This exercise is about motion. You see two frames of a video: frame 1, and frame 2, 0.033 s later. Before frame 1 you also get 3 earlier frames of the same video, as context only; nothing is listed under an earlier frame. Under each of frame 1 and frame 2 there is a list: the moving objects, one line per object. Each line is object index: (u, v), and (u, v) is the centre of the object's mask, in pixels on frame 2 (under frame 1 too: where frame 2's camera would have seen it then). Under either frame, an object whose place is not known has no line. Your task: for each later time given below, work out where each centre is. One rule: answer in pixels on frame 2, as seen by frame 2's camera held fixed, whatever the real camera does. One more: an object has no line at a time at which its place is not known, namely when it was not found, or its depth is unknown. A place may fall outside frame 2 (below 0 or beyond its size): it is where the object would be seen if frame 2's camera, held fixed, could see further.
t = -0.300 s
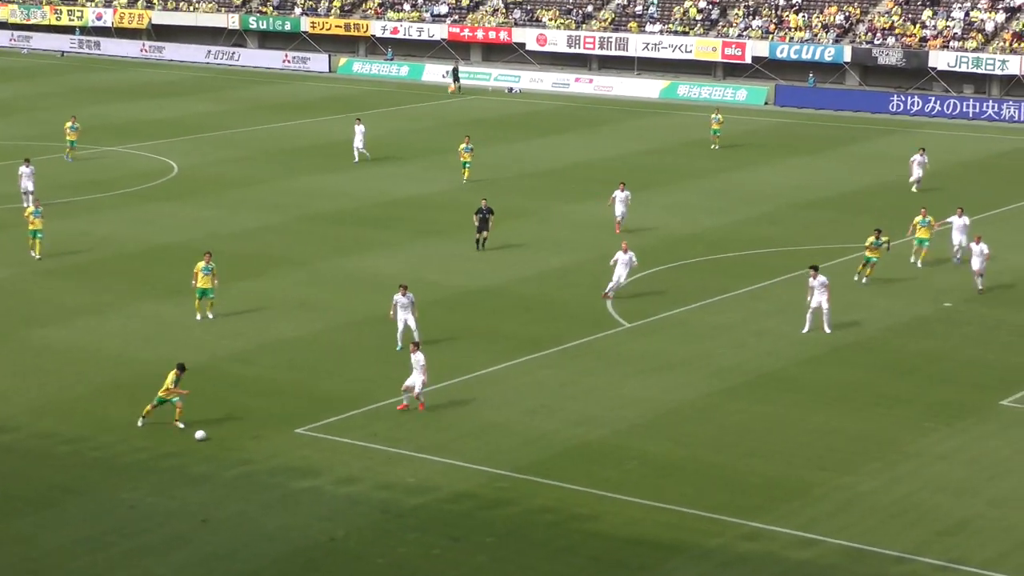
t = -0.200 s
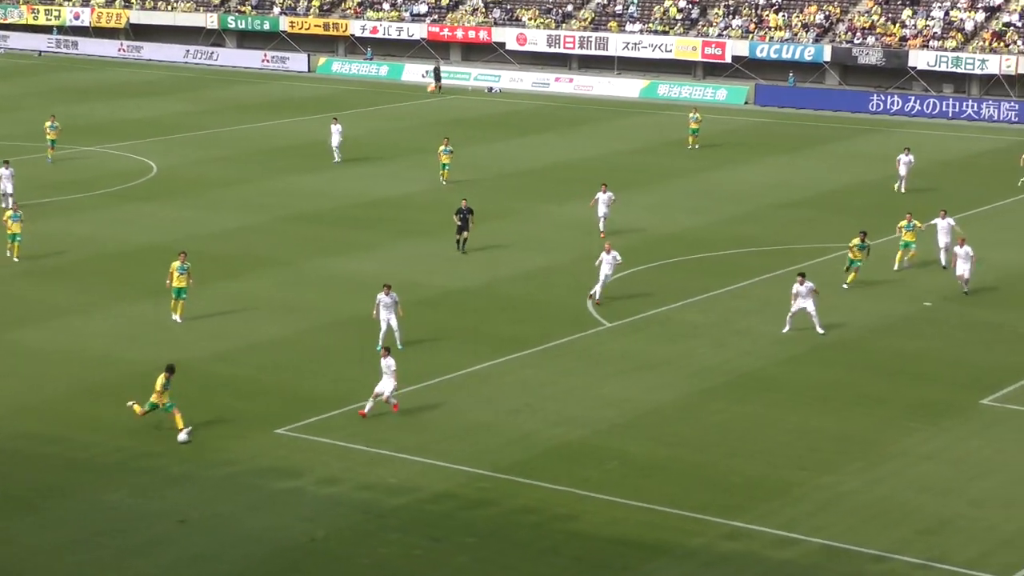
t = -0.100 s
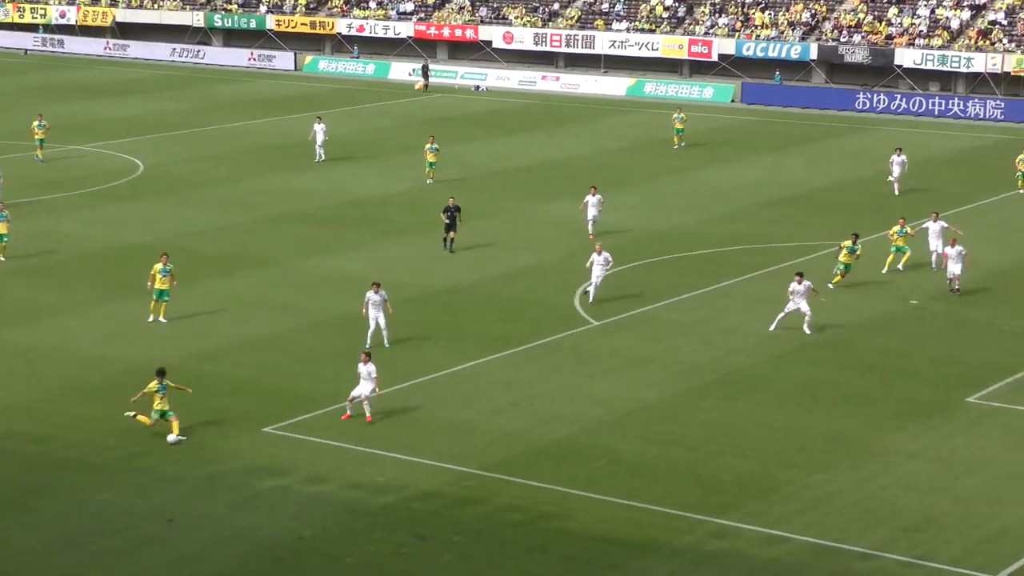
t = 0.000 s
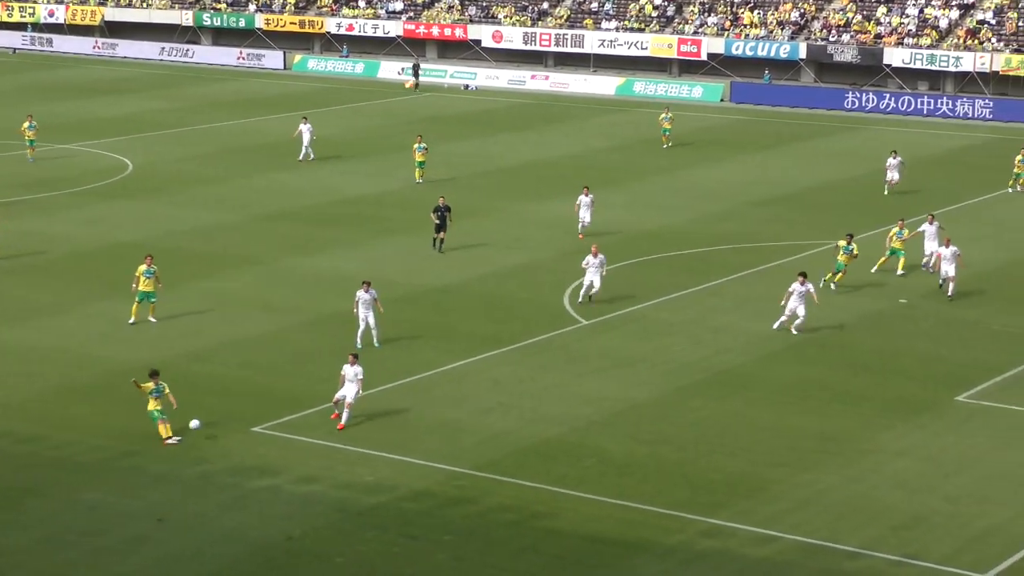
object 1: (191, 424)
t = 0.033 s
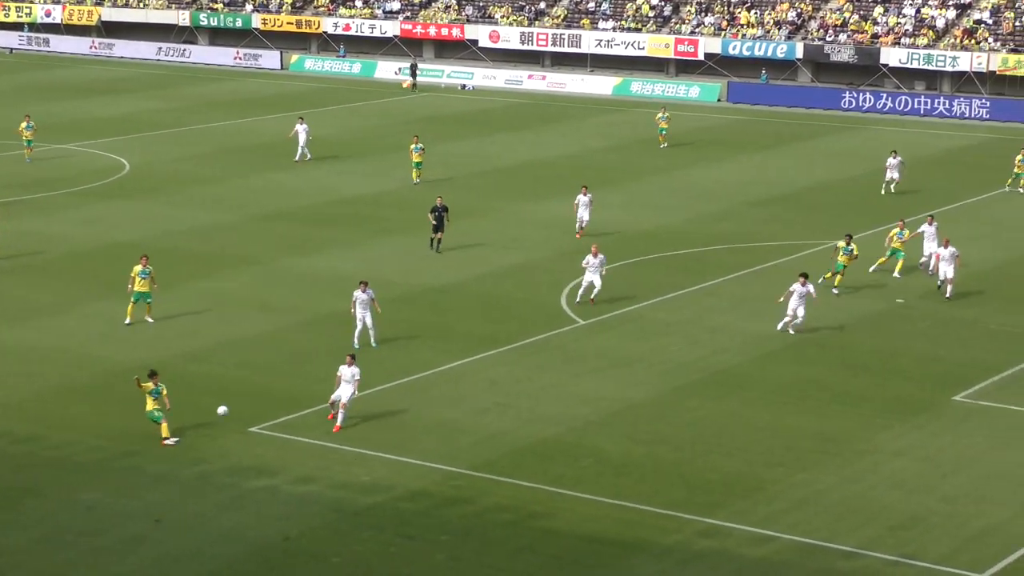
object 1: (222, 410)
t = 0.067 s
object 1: (251, 396)
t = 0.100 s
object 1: (280, 383)
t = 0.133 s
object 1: (308, 371)
